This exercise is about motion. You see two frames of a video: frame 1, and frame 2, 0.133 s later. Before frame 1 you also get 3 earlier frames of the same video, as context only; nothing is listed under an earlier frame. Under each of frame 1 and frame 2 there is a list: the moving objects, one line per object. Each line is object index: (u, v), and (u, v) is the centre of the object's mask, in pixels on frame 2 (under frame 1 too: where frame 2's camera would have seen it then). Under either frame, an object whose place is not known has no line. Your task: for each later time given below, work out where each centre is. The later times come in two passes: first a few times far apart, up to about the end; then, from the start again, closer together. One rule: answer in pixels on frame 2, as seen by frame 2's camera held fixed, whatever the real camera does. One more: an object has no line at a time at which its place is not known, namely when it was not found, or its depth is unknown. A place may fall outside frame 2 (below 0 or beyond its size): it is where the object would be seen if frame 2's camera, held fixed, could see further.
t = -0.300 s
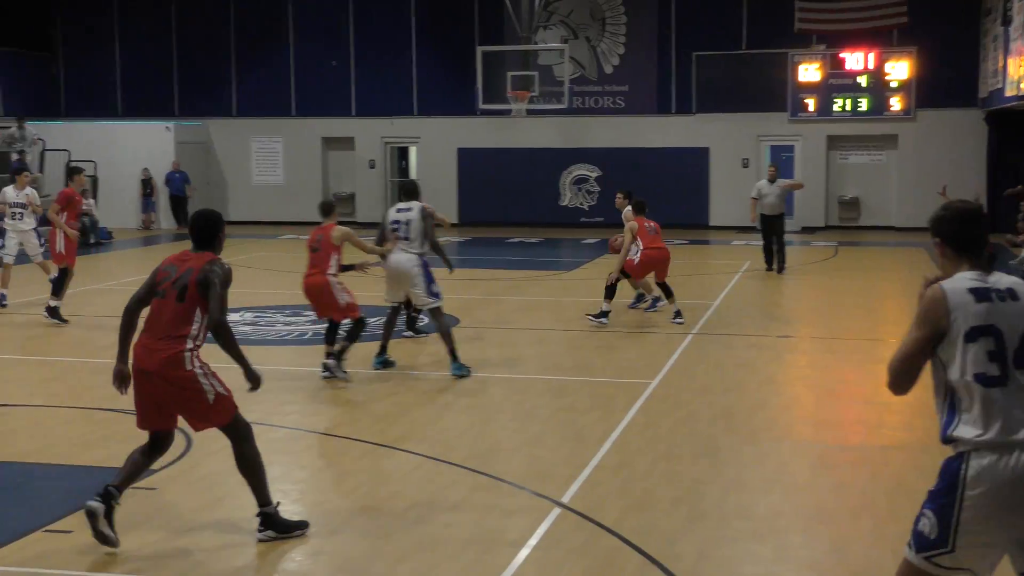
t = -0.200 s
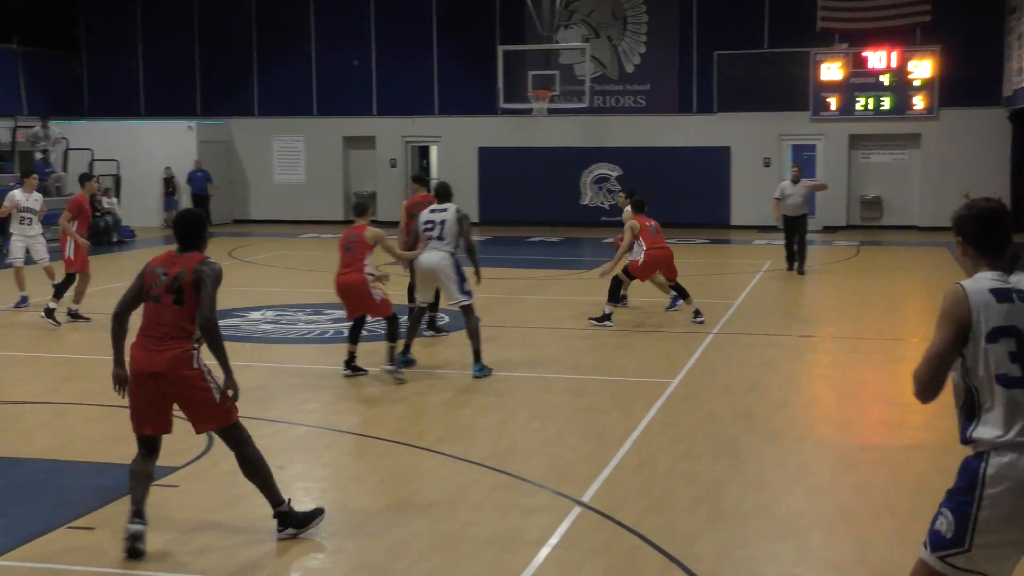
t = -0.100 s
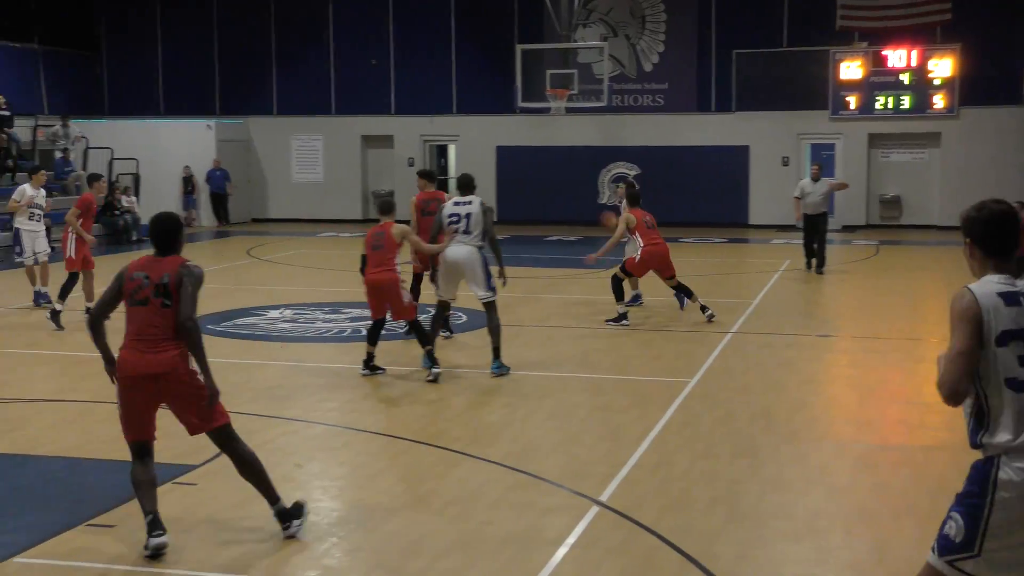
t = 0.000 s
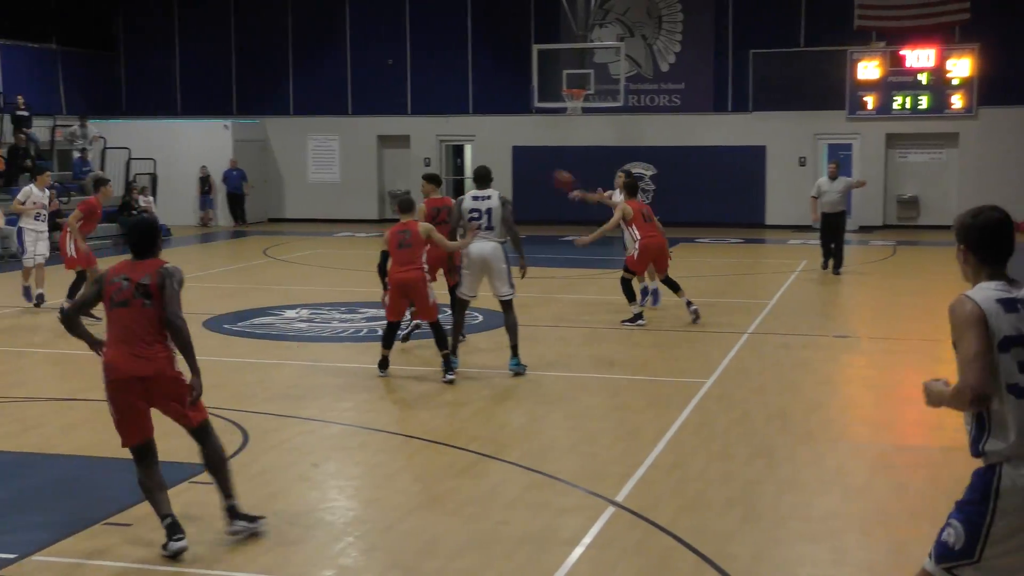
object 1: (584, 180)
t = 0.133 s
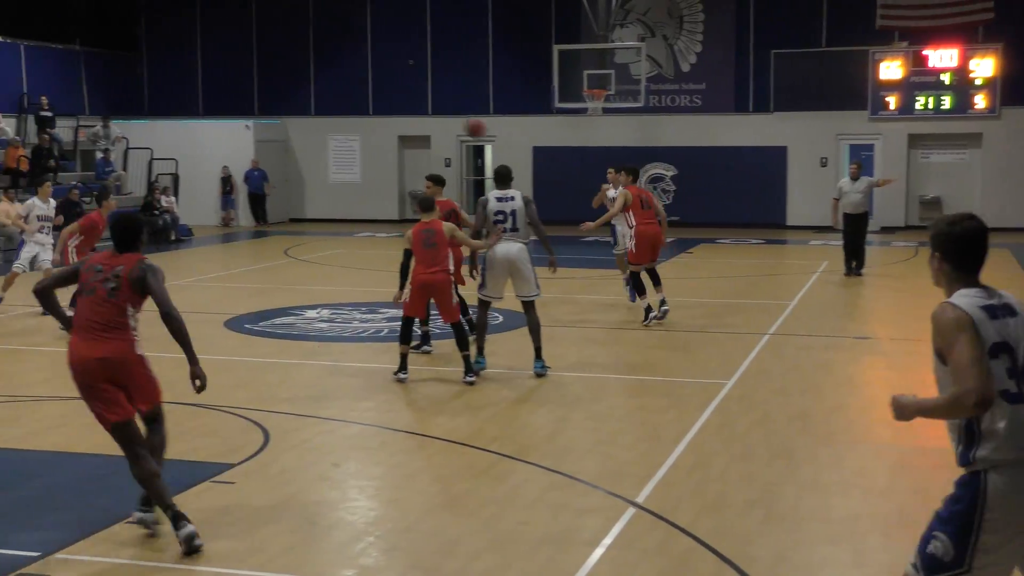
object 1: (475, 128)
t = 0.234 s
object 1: (389, 94)
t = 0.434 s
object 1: (200, 38)
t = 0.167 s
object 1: (447, 115)
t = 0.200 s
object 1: (418, 104)
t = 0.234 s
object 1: (389, 94)
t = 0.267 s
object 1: (358, 83)
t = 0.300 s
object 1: (328, 73)
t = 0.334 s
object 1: (297, 63)
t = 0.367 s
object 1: (265, 54)
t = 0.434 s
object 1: (200, 38)
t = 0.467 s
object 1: (165, 30)
